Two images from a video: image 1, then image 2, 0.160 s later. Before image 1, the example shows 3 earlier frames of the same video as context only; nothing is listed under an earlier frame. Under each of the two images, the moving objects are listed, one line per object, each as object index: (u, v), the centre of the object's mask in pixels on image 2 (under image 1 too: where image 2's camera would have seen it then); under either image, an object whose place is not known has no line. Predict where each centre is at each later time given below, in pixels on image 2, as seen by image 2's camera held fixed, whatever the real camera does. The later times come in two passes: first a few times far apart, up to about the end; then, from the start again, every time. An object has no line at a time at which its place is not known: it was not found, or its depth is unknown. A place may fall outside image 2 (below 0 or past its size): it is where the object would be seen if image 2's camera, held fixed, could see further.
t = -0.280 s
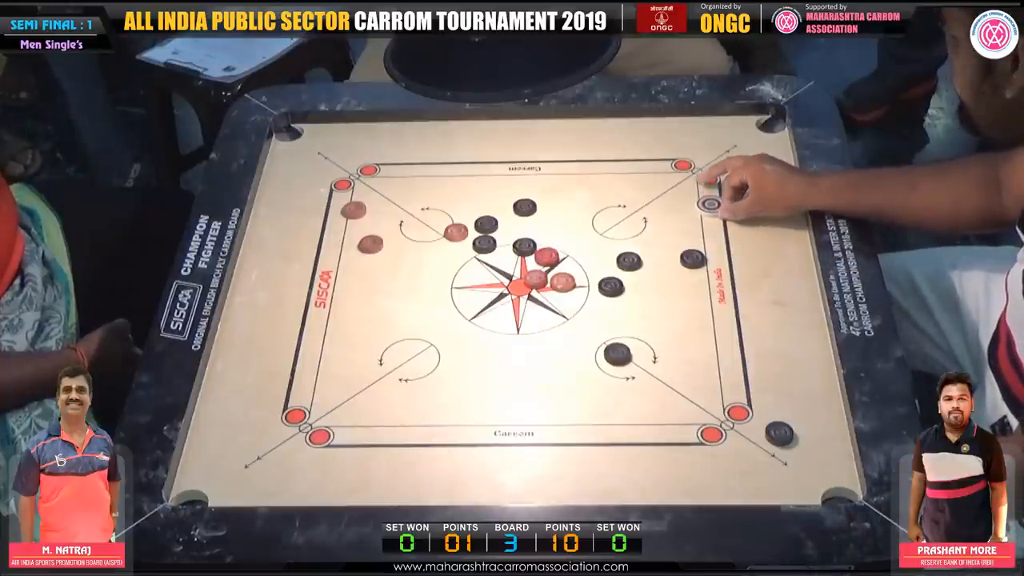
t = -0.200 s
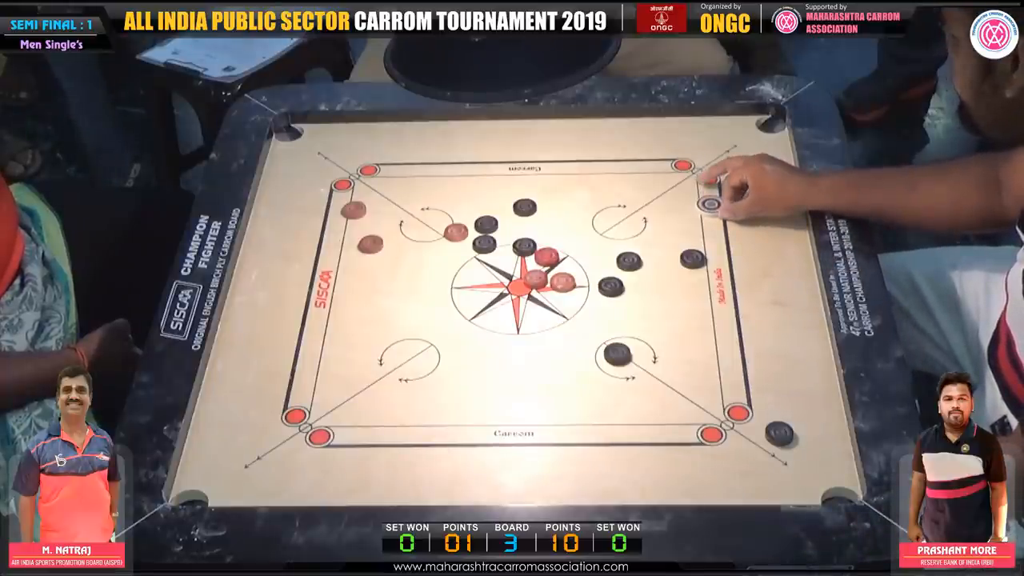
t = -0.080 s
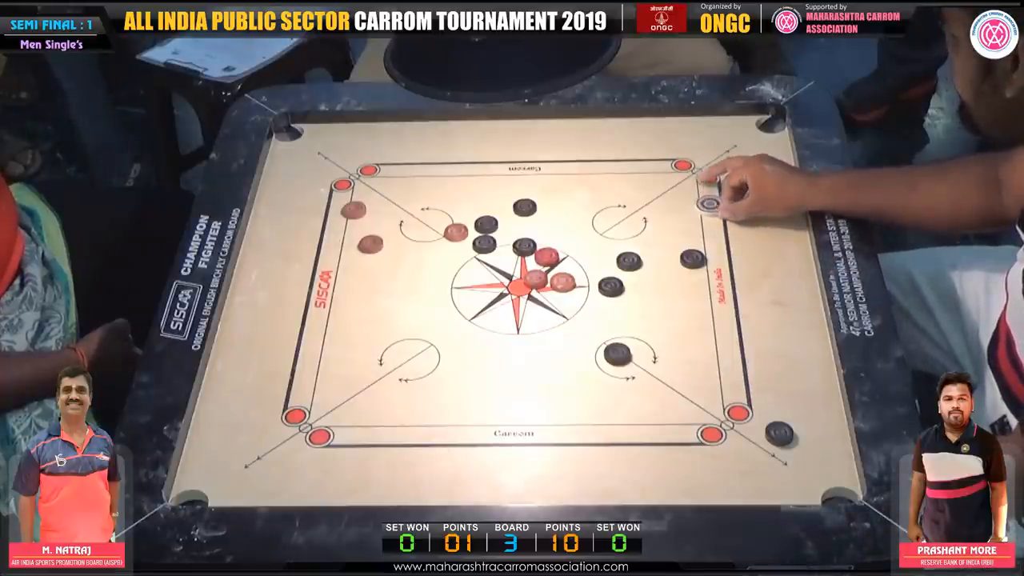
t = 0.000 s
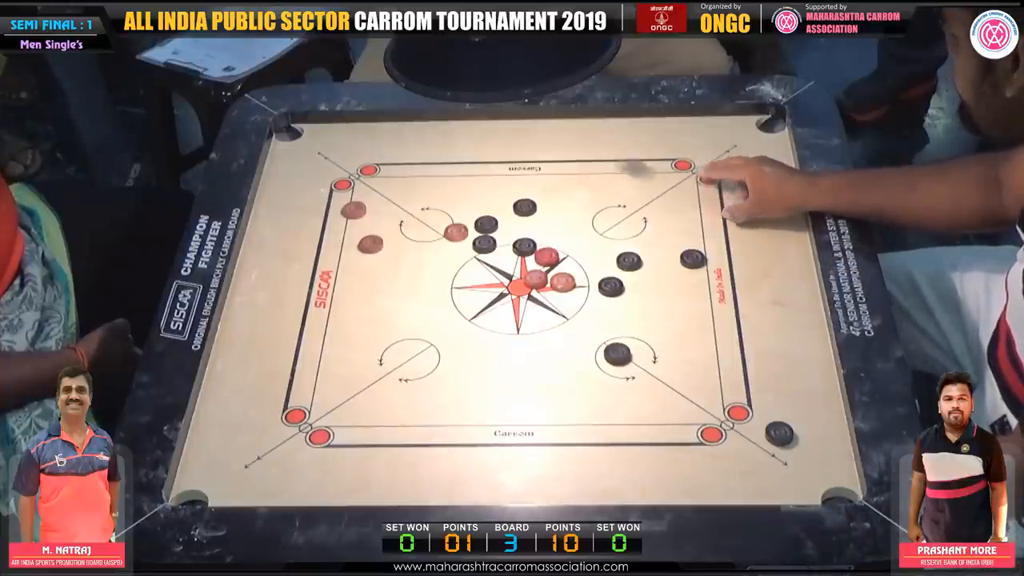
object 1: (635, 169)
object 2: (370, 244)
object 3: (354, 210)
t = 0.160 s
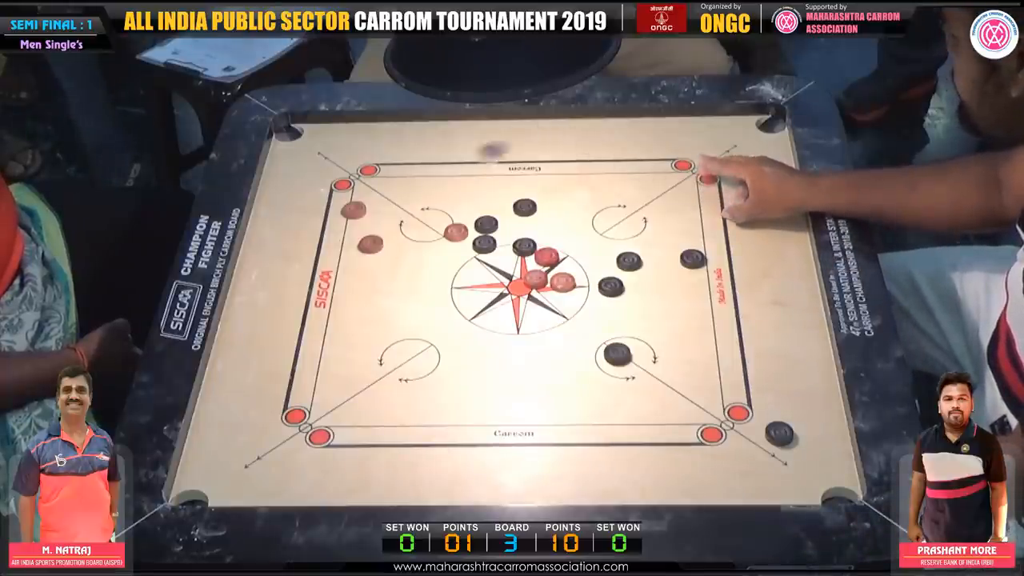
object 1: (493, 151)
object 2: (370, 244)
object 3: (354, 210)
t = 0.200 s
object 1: (462, 166)
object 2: (370, 244)
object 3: (354, 210)
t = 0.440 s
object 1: (310, 255)
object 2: (378, 274)
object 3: (291, 206)
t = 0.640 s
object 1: (250, 301)
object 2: (390, 320)
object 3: (293, 206)
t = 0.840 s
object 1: (285, 328)
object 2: (395, 340)
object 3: (310, 207)
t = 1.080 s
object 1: (301, 340)
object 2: (395, 340)
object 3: (310, 207)
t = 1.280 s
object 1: (300, 341)
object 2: (395, 340)
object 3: (310, 207)
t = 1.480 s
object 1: (300, 340)
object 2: (395, 340)
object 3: (310, 207)
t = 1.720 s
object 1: (300, 341)
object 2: (395, 340)
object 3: (310, 207)
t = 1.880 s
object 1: (300, 341)
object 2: (395, 340)
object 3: (310, 207)
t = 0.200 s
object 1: (462, 166)
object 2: (370, 244)
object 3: (354, 210)
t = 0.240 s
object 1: (431, 184)
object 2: (370, 244)
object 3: (354, 210)
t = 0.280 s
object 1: (402, 200)
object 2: (370, 244)
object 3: (354, 210)
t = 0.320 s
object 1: (374, 216)
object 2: (370, 244)
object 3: (349, 210)
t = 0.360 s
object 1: (353, 232)
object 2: (372, 250)
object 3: (328, 208)
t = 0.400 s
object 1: (332, 243)
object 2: (375, 262)
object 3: (308, 207)
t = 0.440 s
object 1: (310, 255)
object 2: (378, 274)
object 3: (291, 206)
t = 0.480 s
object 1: (290, 266)
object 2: (381, 285)
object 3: (276, 205)
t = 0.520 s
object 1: (272, 276)
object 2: (383, 295)
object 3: (266, 204)
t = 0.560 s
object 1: (255, 285)
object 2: (386, 304)
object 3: (276, 205)
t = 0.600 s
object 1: (243, 293)
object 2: (388, 312)
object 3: (286, 205)
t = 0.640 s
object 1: (250, 301)
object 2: (390, 320)
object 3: (293, 206)
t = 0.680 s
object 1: (258, 307)
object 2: (391, 326)
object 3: (300, 206)
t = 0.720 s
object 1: (265, 313)
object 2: (393, 331)
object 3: (305, 206)
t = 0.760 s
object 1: (272, 318)
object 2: (394, 335)
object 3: (308, 206)
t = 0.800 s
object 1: (278, 323)
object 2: (395, 338)
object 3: (310, 207)
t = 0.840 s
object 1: (285, 328)
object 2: (395, 340)
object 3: (310, 207)
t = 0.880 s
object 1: (289, 330)
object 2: (395, 340)
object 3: (310, 206)
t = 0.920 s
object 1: (293, 334)
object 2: (395, 340)
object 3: (310, 207)
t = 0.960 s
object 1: (296, 337)
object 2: (395, 340)
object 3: (310, 207)
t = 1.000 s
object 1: (298, 339)
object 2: (395, 340)
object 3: (310, 207)
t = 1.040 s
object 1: (300, 339)
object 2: (395, 340)
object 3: (310, 207)
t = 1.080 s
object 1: (301, 340)
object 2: (395, 340)
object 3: (310, 207)
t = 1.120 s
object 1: (301, 341)
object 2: (395, 340)
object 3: (310, 207)
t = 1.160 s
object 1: (300, 341)
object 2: (395, 340)
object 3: (310, 207)
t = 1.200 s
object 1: (300, 341)
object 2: (395, 340)
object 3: (310, 207)
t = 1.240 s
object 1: (300, 341)
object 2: (395, 340)
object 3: (310, 207)
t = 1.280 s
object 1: (300, 341)
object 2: (395, 340)
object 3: (310, 207)
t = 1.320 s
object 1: (300, 341)
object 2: (395, 340)
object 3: (310, 207)
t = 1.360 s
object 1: (300, 341)
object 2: (395, 340)
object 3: (310, 207)
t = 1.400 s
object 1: (300, 341)
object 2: (395, 340)
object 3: (310, 207)
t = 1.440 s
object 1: (300, 340)
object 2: (395, 340)
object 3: (310, 207)
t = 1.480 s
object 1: (300, 340)
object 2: (395, 340)
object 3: (310, 207)
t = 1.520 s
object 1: (300, 341)
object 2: (395, 340)
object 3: (310, 207)
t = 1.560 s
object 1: (300, 340)
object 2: (395, 340)
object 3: (310, 207)
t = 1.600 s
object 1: (300, 340)
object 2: (395, 340)
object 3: (310, 207)
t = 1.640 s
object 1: (300, 341)
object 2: (395, 340)
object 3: (310, 207)
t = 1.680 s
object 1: (300, 340)
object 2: (395, 340)
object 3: (310, 207)
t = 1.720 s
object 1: (300, 341)
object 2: (395, 340)
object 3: (310, 207)
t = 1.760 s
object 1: (300, 341)
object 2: (395, 340)
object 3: (310, 207)
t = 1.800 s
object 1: (300, 340)
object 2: (395, 340)
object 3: (310, 207)
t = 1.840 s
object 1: (300, 341)
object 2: (395, 340)
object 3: (310, 207)
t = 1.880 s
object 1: (300, 341)
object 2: (395, 340)
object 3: (310, 207)
